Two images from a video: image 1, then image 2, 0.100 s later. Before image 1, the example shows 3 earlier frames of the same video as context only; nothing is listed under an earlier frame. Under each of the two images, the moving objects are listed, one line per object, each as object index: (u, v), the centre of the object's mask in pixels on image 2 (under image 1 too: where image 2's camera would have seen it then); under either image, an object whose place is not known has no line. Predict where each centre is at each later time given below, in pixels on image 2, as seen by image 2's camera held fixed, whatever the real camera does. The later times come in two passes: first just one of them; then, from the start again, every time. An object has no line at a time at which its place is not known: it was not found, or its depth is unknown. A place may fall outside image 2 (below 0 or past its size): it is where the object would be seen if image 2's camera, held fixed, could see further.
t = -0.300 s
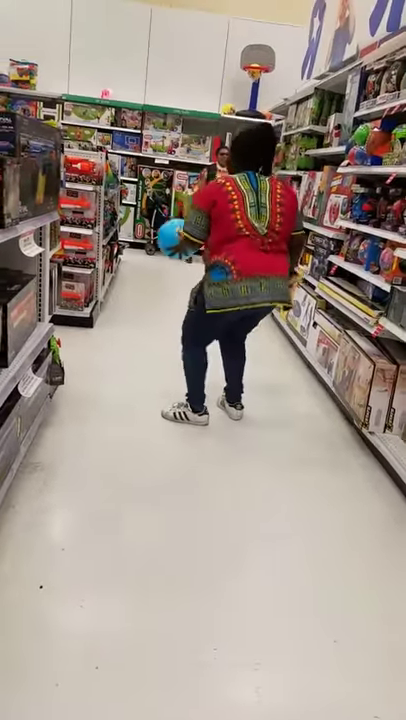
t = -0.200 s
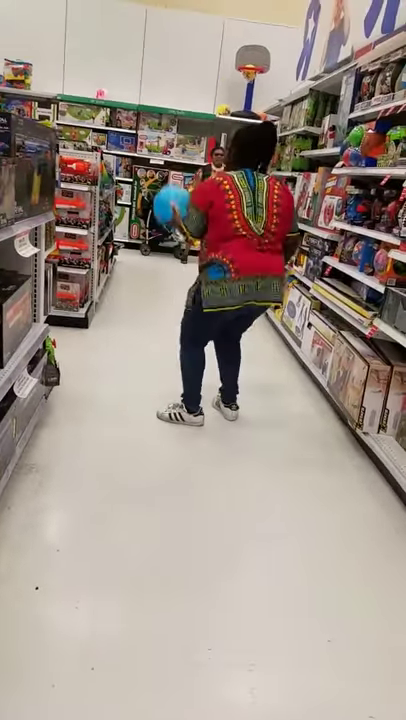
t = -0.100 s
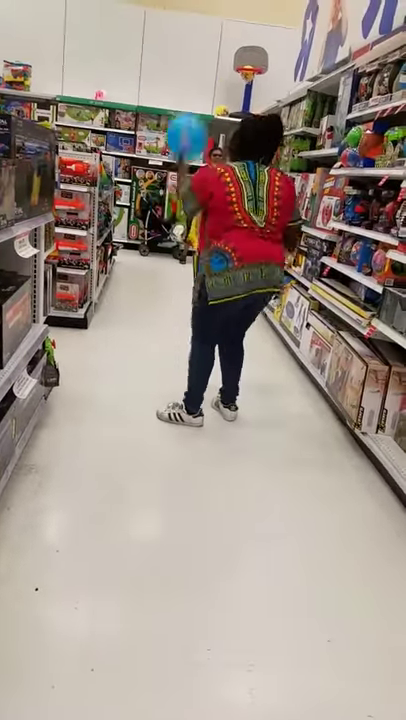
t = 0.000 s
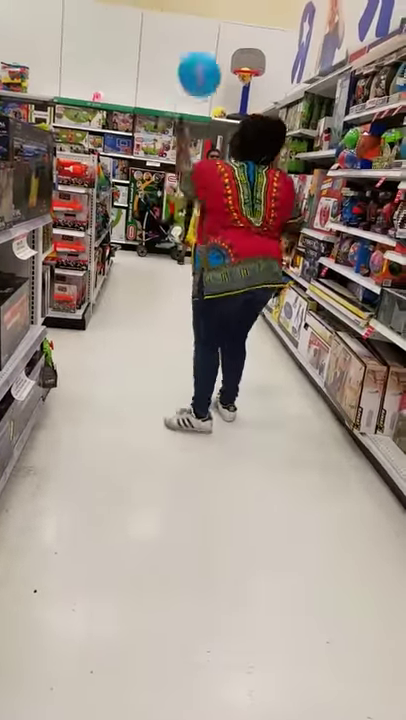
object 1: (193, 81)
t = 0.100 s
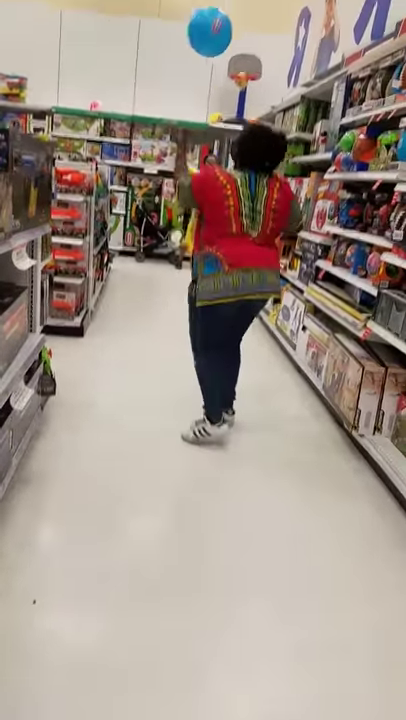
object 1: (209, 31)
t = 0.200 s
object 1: (223, 4)
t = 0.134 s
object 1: (214, 19)
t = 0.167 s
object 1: (218, 11)
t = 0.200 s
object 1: (223, 4)
